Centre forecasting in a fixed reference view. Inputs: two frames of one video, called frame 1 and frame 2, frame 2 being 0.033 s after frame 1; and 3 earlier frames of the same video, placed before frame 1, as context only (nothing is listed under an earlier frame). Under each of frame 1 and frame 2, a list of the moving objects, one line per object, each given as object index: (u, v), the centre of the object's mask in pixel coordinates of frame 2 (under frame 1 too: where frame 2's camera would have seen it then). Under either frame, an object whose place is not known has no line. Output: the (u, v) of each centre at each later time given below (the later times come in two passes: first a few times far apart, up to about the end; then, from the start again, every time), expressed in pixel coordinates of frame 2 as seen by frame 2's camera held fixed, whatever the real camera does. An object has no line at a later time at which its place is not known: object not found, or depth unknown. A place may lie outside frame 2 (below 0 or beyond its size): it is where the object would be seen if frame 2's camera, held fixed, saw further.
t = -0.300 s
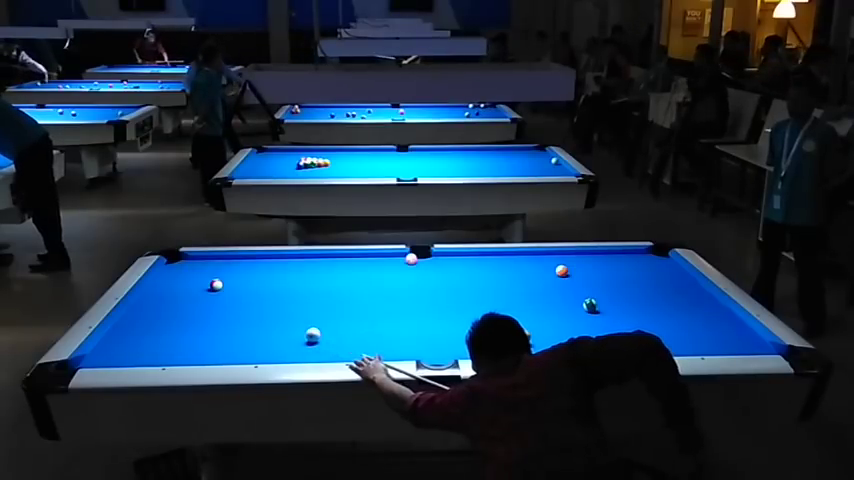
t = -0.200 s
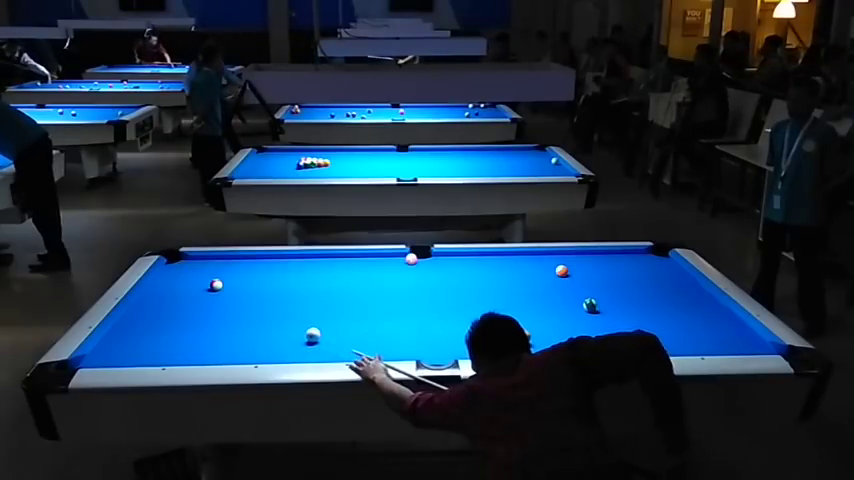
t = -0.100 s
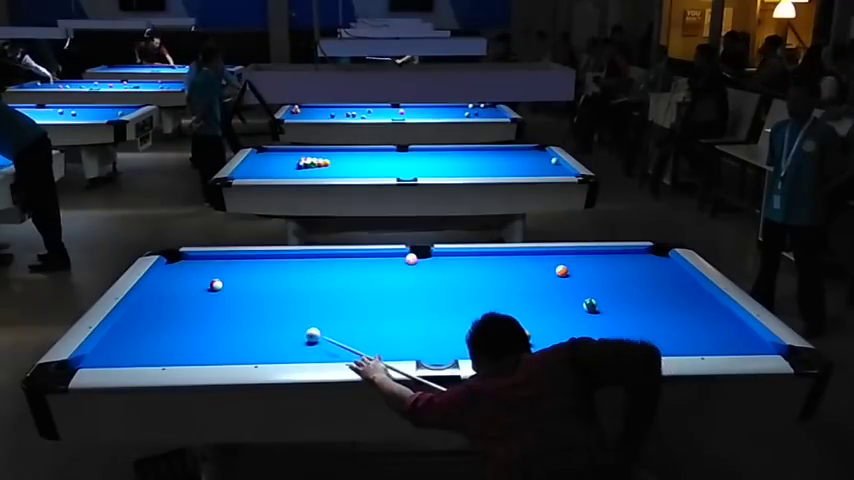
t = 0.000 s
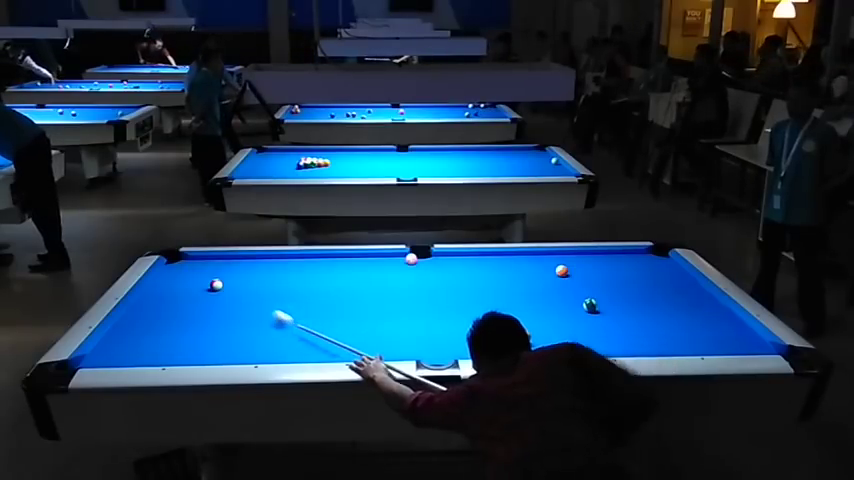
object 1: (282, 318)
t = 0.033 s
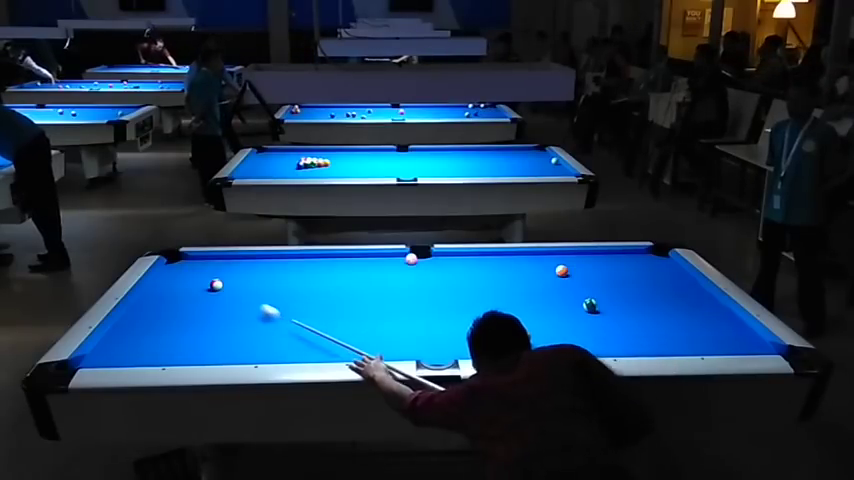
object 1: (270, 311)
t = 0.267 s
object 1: (215, 288)
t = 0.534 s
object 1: (186, 281)
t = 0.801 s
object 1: (164, 274)
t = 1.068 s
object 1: (188, 269)
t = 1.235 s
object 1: (202, 265)
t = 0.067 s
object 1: (258, 305)
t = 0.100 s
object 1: (247, 300)
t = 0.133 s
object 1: (237, 295)
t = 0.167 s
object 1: (228, 290)
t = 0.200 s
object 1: (219, 287)
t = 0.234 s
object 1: (218, 288)
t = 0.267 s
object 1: (215, 288)
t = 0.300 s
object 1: (212, 288)
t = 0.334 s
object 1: (209, 287)
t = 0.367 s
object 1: (205, 286)
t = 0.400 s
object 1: (202, 285)
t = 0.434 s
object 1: (197, 284)
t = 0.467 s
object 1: (194, 283)
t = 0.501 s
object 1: (190, 282)
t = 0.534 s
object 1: (186, 281)
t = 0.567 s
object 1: (183, 281)
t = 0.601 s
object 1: (179, 280)
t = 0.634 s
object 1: (175, 279)
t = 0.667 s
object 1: (172, 278)
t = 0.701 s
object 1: (168, 277)
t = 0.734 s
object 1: (165, 276)
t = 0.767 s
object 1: (162, 275)
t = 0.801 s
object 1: (164, 274)
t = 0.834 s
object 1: (167, 273)
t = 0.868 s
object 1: (170, 273)
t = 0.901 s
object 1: (173, 272)
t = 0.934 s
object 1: (176, 271)
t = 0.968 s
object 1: (179, 270)
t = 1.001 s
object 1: (182, 270)
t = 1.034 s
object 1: (185, 269)
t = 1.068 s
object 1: (188, 269)
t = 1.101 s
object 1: (191, 268)
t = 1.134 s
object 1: (194, 267)
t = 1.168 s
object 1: (197, 266)
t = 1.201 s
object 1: (200, 266)
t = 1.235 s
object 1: (202, 265)
